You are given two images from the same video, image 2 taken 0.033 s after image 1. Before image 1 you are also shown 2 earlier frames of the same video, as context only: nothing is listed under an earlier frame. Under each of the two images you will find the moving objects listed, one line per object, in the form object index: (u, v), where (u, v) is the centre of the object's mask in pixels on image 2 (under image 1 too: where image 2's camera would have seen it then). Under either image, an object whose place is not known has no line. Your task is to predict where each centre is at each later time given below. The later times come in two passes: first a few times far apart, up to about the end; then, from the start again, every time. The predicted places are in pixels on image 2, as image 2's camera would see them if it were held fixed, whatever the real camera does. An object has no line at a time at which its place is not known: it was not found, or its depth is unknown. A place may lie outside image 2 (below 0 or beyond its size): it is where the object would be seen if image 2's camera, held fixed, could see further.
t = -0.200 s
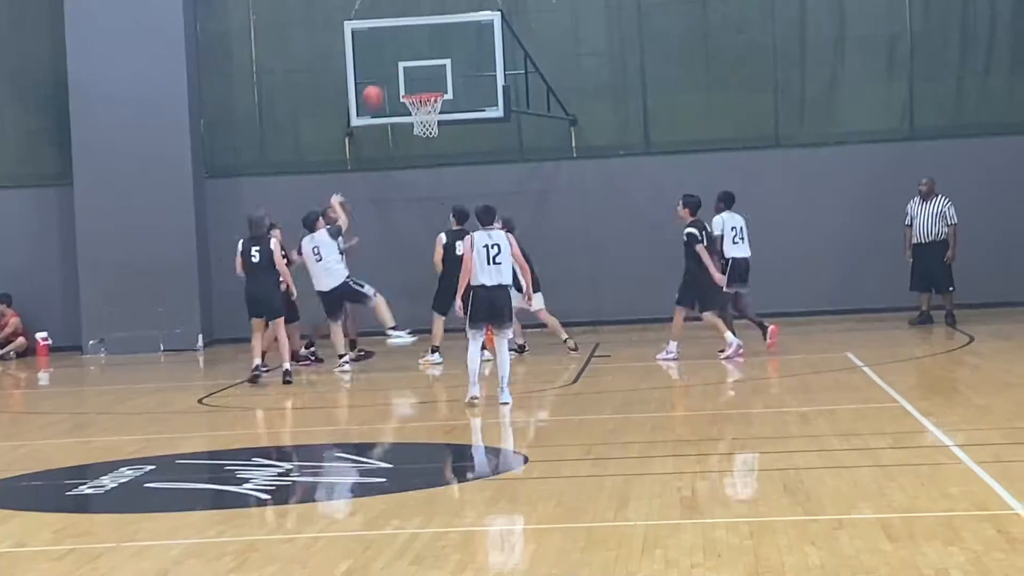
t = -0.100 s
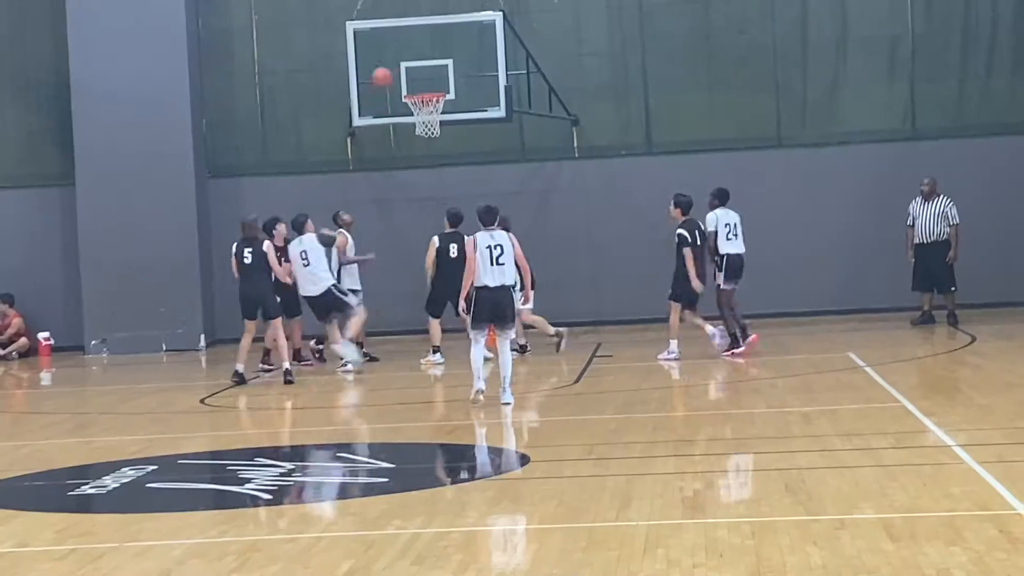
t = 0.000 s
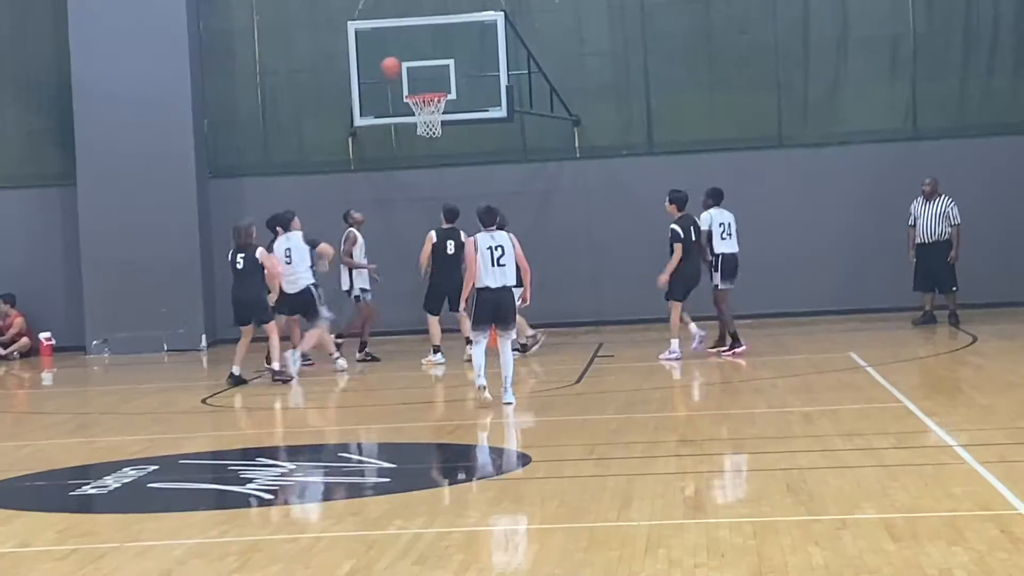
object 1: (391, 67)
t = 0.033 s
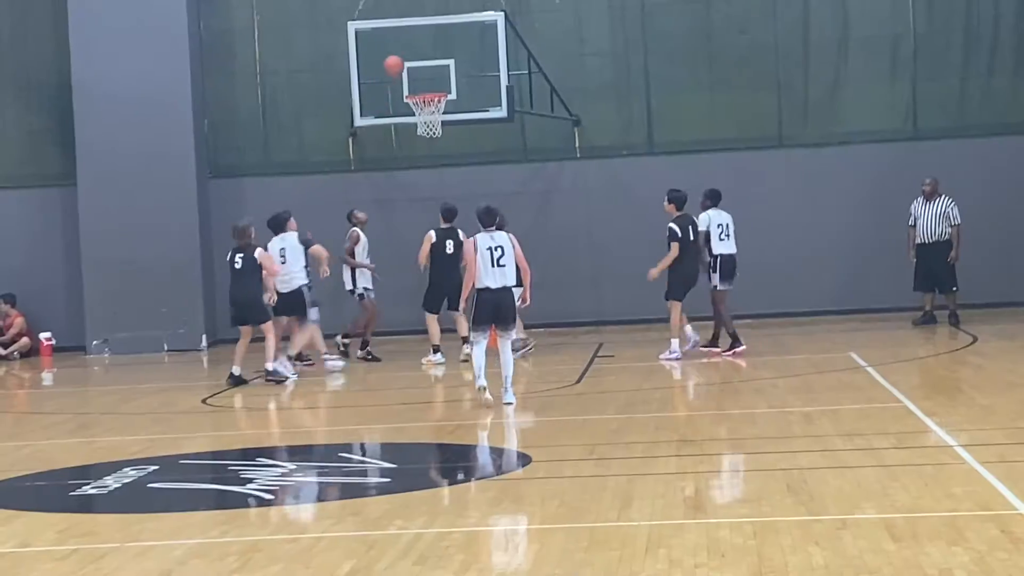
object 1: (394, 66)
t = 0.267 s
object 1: (416, 82)
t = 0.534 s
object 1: (437, 80)
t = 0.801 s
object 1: (423, 82)
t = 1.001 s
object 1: (422, 95)
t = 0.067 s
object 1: (397, 65)
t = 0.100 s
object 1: (399, 65)
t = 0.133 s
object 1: (402, 67)
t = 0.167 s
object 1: (405, 69)
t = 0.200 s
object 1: (408, 72)
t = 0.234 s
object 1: (412, 76)
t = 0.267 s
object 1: (416, 82)
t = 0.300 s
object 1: (419, 87)
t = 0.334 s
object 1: (422, 86)
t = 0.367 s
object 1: (428, 84)
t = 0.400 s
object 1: (432, 84)
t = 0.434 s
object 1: (437, 85)
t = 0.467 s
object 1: (440, 85)
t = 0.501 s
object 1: (438, 82)
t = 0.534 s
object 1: (437, 80)
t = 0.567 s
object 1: (433, 78)
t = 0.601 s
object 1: (432, 76)
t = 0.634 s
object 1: (430, 76)
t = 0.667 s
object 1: (427, 77)
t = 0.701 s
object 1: (426, 79)
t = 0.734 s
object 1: (424, 82)
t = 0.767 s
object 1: (424, 82)
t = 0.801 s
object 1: (423, 82)
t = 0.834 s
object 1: (423, 82)
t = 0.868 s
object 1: (422, 83)
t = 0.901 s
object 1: (422, 85)
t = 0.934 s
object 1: (422, 86)
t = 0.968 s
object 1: (421, 90)
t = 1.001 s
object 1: (422, 95)
